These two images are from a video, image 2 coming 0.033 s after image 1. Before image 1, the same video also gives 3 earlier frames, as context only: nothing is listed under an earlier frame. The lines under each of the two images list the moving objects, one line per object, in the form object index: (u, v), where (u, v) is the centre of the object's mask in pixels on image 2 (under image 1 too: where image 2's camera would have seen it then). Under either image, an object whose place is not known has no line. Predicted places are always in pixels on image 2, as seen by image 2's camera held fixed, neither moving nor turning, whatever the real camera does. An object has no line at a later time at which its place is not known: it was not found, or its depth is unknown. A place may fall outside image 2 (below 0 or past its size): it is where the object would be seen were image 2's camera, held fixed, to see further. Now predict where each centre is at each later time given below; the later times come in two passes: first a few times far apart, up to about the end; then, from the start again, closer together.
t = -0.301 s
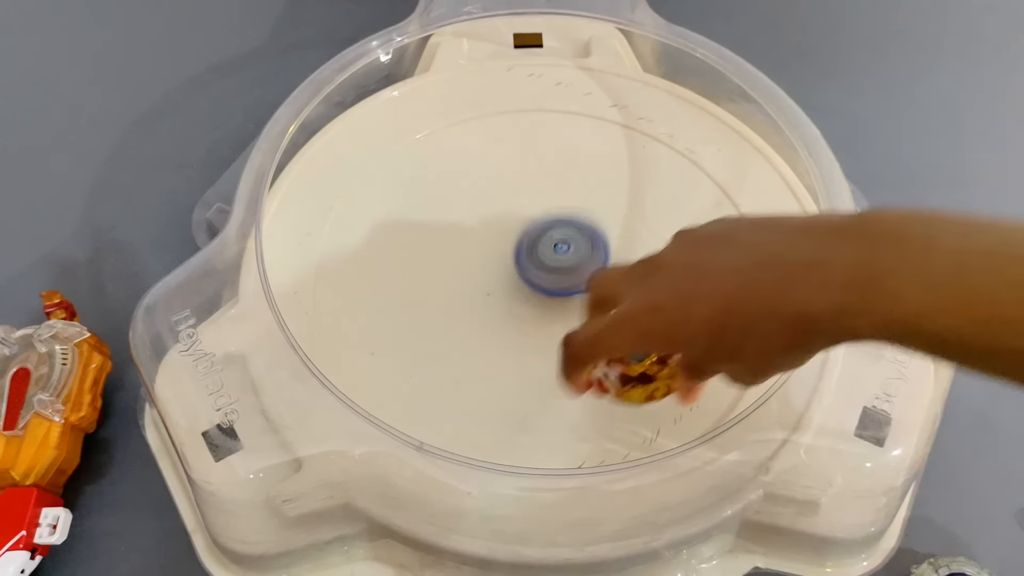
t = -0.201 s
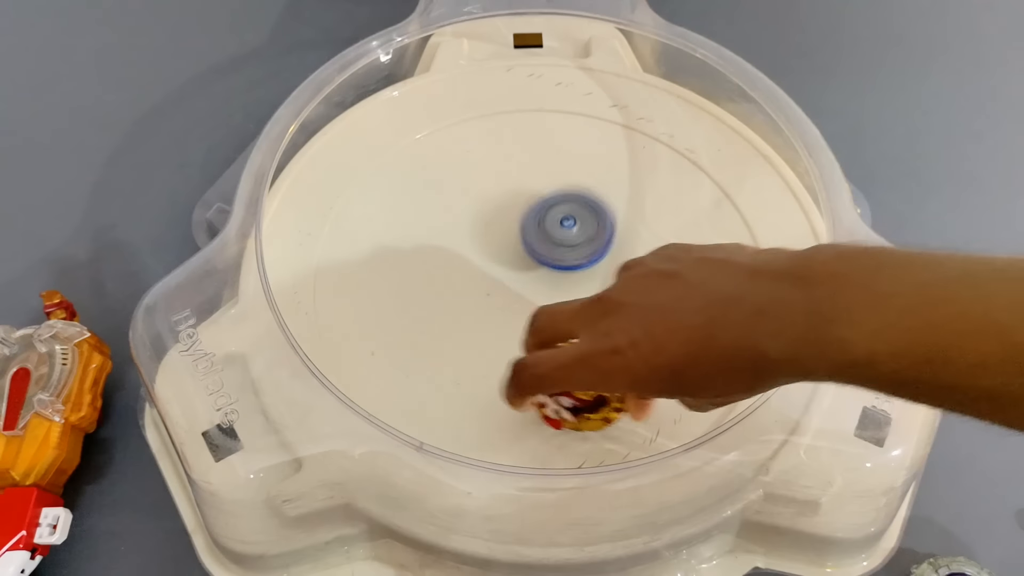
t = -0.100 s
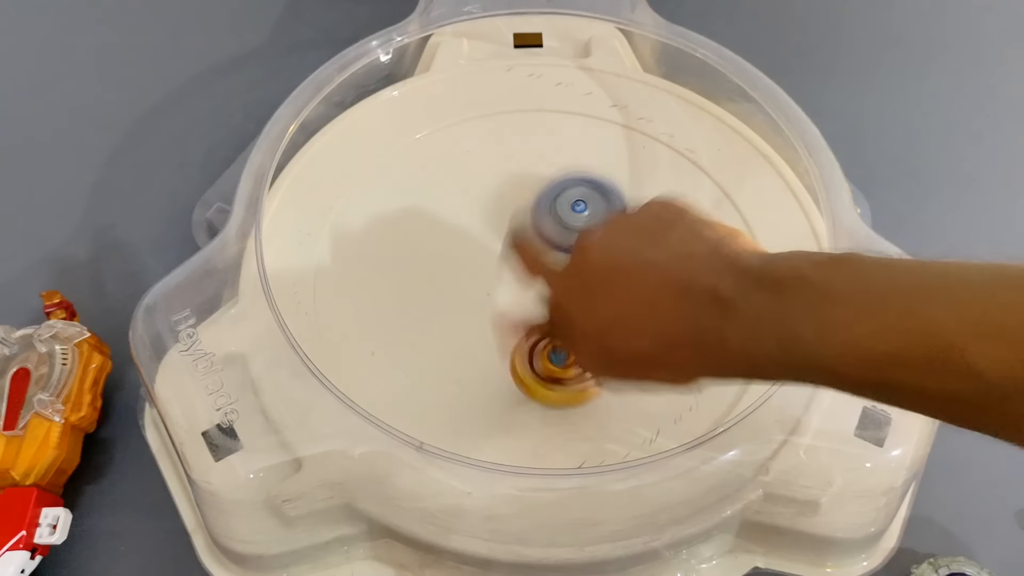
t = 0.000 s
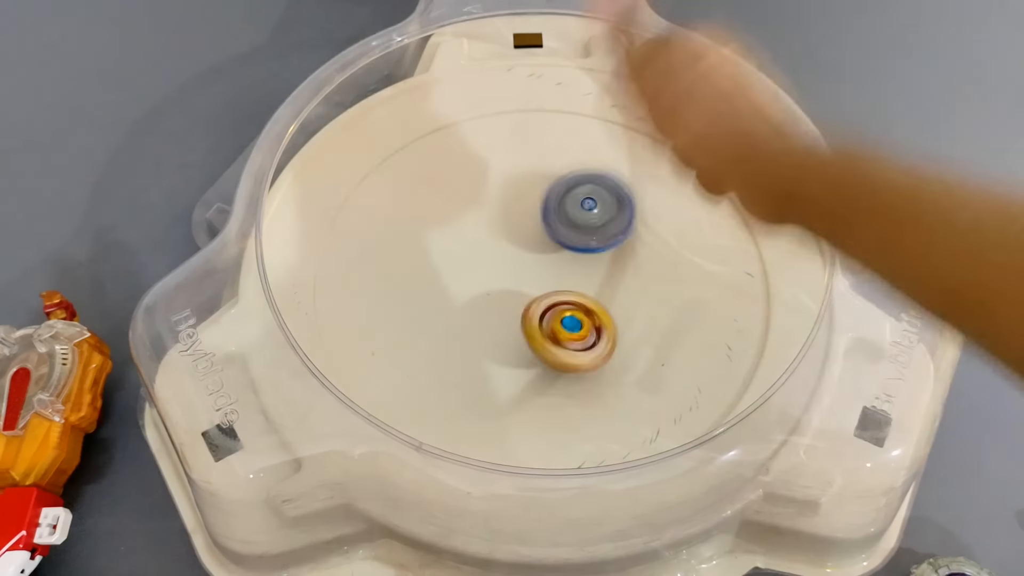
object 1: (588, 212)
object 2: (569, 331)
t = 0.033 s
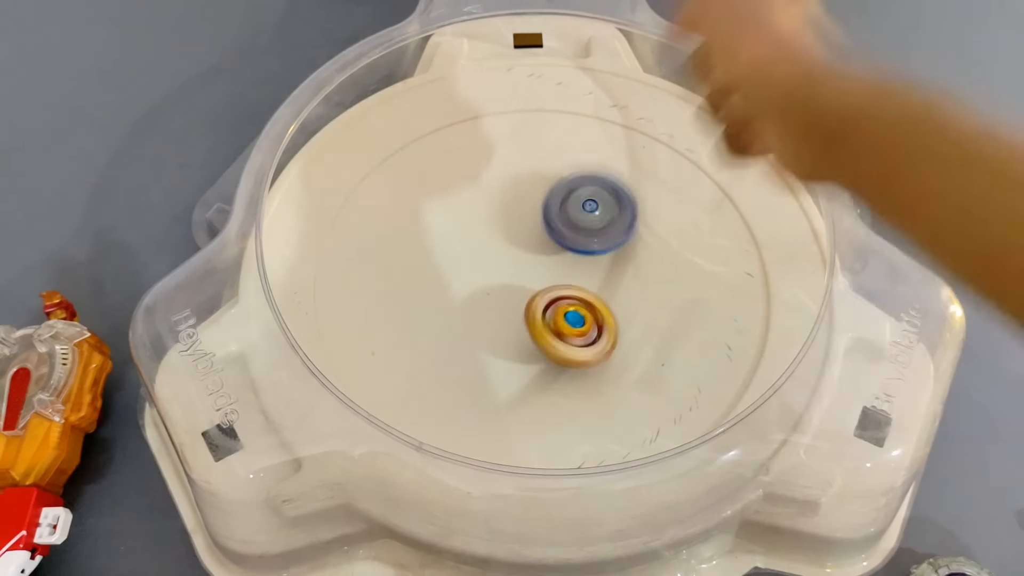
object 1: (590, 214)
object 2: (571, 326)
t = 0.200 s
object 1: (582, 222)
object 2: (578, 308)
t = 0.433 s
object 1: (539, 217)
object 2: (611, 298)
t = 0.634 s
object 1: (506, 226)
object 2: (614, 286)
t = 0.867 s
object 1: (490, 256)
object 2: (589, 263)
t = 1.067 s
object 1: (489, 291)
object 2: (587, 240)
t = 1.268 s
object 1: (503, 318)
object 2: (576, 228)
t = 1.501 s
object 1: (539, 322)
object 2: (550, 232)
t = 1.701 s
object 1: (575, 331)
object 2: (533, 209)
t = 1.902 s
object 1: (592, 312)
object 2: (533, 202)
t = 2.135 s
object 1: (618, 283)
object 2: (516, 208)
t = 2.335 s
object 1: (618, 275)
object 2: (487, 218)
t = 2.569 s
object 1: (574, 257)
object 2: (475, 245)
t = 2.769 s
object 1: (575, 230)
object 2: (428, 261)
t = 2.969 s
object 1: (568, 231)
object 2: (418, 255)
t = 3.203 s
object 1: (547, 252)
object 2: (445, 263)
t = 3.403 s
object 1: (559, 260)
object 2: (452, 296)
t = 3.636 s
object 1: (587, 264)
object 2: (455, 329)
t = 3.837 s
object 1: (584, 270)
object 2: (483, 335)
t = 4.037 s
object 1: (568, 264)
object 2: (512, 341)
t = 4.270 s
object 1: (544, 256)
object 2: (547, 354)
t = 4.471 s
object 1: (523, 259)
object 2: (575, 336)
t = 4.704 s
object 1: (511, 275)
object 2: (608, 314)
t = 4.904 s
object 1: (520, 281)
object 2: (637, 298)
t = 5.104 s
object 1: (531, 281)
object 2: (644, 283)
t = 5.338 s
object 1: (504, 264)
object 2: (632, 270)
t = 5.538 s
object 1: (505, 262)
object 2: (614, 253)
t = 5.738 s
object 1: (517, 266)
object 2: (611, 237)
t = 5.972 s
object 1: (508, 290)
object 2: (628, 232)
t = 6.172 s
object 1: (529, 300)
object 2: (601, 251)
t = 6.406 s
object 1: (551, 309)
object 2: (564, 205)
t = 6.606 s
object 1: (560, 295)
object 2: (564, 196)
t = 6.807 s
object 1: (543, 315)
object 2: (572, 183)
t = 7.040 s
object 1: (543, 329)
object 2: (551, 190)
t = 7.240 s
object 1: (543, 302)
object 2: (550, 192)
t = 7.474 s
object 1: (500, 274)
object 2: (548, 213)
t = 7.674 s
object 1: (484, 289)
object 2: (582, 273)
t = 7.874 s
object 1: (523, 296)
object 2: (622, 324)
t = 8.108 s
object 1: (562, 257)
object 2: (626, 327)
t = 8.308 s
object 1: (539, 235)
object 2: (599, 294)
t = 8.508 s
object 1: (518, 262)
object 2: (624, 274)
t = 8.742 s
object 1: (547, 293)
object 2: (631, 271)
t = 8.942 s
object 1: (535, 295)
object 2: (616, 259)
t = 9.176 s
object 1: (519, 289)
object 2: (588, 252)
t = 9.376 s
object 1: (510, 283)
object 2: (585, 253)
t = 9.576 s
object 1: (507, 277)
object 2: (585, 252)
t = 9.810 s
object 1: (507, 278)
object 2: (585, 252)
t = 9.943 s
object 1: (508, 279)
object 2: (585, 252)
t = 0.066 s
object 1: (590, 216)
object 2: (573, 321)
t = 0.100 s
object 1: (590, 220)
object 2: (574, 315)
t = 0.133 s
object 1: (588, 224)
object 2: (577, 310)
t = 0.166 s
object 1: (586, 224)
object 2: (578, 309)
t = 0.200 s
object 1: (582, 222)
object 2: (578, 308)
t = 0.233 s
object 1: (577, 222)
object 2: (583, 305)
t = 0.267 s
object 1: (571, 221)
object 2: (587, 303)
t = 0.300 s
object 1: (564, 220)
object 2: (593, 302)
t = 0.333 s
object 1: (558, 219)
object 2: (596, 301)
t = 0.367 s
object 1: (552, 218)
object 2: (602, 299)
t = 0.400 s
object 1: (545, 217)
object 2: (607, 299)
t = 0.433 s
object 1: (539, 217)
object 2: (611, 298)
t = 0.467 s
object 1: (533, 218)
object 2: (614, 296)
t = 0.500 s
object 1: (527, 218)
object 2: (617, 295)
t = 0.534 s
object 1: (521, 220)
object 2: (617, 293)
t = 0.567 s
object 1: (515, 221)
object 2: (617, 291)
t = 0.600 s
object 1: (510, 223)
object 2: (616, 289)
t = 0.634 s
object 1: (506, 226)
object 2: (614, 286)
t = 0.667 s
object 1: (503, 229)
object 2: (611, 283)
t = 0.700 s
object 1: (500, 232)
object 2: (607, 280)
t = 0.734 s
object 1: (497, 236)
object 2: (603, 277)
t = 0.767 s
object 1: (495, 240)
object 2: (599, 274)
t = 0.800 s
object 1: (492, 246)
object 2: (595, 270)
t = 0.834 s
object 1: (491, 251)
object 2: (591, 266)
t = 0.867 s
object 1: (490, 256)
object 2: (589, 263)
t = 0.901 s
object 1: (487, 262)
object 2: (588, 260)
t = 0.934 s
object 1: (486, 268)
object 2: (588, 256)
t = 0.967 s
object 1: (487, 274)
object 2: (587, 252)
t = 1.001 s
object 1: (487, 280)
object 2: (588, 248)
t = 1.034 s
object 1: (488, 285)
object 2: (587, 244)
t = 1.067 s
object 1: (489, 291)
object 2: (587, 240)
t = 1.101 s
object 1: (490, 297)
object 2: (586, 237)
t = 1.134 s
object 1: (492, 302)
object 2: (585, 235)
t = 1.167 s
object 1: (494, 307)
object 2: (582, 232)
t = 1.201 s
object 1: (497, 311)
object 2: (580, 230)
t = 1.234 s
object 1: (500, 315)
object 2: (578, 229)
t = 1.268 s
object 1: (503, 318)
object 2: (576, 228)
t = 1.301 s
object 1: (508, 321)
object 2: (573, 228)
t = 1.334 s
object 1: (512, 323)
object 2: (569, 228)
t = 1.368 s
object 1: (517, 323)
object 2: (566, 228)
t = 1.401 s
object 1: (522, 324)
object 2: (562, 229)
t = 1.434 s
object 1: (527, 324)
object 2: (558, 230)
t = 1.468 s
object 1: (533, 323)
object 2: (554, 231)
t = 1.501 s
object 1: (539, 322)
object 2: (550, 232)
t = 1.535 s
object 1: (545, 325)
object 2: (546, 229)
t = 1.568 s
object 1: (551, 329)
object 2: (541, 223)
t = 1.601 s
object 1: (557, 330)
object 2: (538, 217)
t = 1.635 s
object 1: (563, 330)
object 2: (537, 213)
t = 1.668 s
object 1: (569, 331)
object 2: (536, 212)
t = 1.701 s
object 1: (575, 331)
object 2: (533, 209)
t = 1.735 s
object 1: (579, 329)
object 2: (532, 204)
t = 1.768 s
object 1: (582, 327)
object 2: (533, 201)
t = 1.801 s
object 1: (586, 324)
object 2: (533, 201)
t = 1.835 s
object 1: (588, 321)
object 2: (533, 198)
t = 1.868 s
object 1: (590, 317)
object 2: (535, 200)
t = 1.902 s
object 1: (592, 312)
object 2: (533, 202)
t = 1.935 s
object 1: (594, 305)
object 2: (533, 203)
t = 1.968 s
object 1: (595, 299)
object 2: (535, 205)
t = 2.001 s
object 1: (596, 293)
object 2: (536, 212)
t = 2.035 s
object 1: (597, 286)
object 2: (534, 215)
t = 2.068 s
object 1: (605, 285)
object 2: (527, 211)
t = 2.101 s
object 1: (613, 284)
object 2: (520, 208)
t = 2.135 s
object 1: (618, 283)
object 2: (516, 208)
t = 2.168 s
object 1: (621, 281)
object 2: (513, 209)
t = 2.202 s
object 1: (624, 279)
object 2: (507, 211)
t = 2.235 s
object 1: (624, 278)
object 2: (501, 212)
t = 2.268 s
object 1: (624, 277)
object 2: (496, 213)
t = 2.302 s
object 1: (622, 276)
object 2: (492, 214)
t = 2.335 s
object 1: (618, 275)
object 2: (487, 218)
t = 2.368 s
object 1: (615, 272)
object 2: (483, 219)
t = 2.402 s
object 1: (610, 271)
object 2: (481, 222)
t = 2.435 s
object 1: (603, 268)
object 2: (479, 227)
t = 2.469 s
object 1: (597, 265)
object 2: (476, 231)
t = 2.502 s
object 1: (588, 263)
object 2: (476, 234)
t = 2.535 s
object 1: (580, 259)
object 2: (476, 240)
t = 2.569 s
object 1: (574, 257)
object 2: (475, 245)
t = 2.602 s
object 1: (566, 253)
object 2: (470, 249)
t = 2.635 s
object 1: (568, 248)
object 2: (457, 254)
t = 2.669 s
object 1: (572, 241)
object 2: (444, 255)
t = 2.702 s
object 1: (574, 237)
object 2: (435, 258)
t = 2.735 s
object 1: (574, 233)
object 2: (430, 259)
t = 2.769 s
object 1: (575, 230)
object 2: (428, 261)
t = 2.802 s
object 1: (576, 228)
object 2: (425, 260)
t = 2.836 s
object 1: (576, 227)
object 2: (423, 261)
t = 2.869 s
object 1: (574, 227)
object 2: (420, 260)
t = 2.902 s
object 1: (573, 228)
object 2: (418, 259)
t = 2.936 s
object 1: (570, 229)
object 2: (417, 257)
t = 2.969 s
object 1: (568, 231)
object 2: (418, 255)
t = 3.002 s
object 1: (564, 233)
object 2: (422, 253)
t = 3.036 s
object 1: (561, 237)
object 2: (426, 253)
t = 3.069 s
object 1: (557, 239)
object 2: (432, 254)
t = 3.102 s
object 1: (552, 243)
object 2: (436, 256)
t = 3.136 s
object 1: (547, 246)
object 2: (443, 258)
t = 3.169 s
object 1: (545, 249)
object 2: (445, 260)
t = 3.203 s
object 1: (547, 252)
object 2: (445, 263)
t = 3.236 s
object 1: (547, 253)
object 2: (444, 269)
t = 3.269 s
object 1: (548, 255)
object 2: (446, 271)
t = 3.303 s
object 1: (550, 258)
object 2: (452, 276)
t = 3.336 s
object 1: (550, 260)
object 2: (456, 282)
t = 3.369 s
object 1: (553, 260)
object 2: (455, 290)
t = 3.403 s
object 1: (559, 260)
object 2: (452, 296)
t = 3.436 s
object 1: (565, 261)
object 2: (453, 301)
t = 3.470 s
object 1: (570, 261)
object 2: (453, 306)
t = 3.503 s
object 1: (575, 263)
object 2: (454, 311)
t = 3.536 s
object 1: (579, 263)
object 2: (453, 316)
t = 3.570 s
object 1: (582, 264)
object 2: (454, 321)
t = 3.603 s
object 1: (585, 265)
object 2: (453, 325)
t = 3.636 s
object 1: (587, 264)
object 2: (455, 329)
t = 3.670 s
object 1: (587, 265)
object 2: (456, 332)
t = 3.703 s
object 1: (588, 266)
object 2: (460, 334)
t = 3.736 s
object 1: (587, 267)
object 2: (464, 335)
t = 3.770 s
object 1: (586, 267)
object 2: (470, 335)
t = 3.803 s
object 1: (585, 268)
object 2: (475, 335)
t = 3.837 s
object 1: (584, 270)
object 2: (483, 335)
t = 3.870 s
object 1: (582, 270)
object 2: (488, 335)
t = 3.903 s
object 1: (579, 270)
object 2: (496, 334)
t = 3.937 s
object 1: (576, 273)
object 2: (502, 333)
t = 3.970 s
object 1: (576, 272)
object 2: (510, 333)
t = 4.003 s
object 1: (572, 268)
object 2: (509, 337)
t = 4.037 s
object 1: (568, 264)
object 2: (512, 341)
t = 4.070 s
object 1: (566, 263)
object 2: (516, 344)
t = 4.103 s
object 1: (563, 262)
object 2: (521, 347)
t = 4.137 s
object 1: (561, 259)
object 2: (526, 350)
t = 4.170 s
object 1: (556, 258)
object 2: (532, 353)
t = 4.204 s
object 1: (551, 257)
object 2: (536, 354)
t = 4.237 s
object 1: (548, 256)
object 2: (542, 355)
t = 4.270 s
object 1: (544, 256)
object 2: (547, 354)
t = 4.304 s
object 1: (541, 257)
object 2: (552, 353)
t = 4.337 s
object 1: (536, 257)
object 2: (556, 350)
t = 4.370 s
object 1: (533, 257)
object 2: (562, 348)
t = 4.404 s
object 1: (527, 257)
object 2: (566, 343)
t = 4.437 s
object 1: (525, 258)
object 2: (571, 340)
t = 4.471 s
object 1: (523, 259)
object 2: (575, 336)
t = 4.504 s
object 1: (520, 263)
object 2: (580, 333)
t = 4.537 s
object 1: (519, 264)
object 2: (584, 329)
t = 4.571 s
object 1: (516, 265)
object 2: (590, 326)
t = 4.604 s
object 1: (513, 268)
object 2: (595, 324)
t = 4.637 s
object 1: (513, 270)
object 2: (598, 323)
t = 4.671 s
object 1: (512, 272)
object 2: (602, 317)
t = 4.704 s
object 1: (511, 275)
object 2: (608, 314)
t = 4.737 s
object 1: (511, 277)
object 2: (614, 311)
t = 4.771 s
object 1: (512, 278)
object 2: (620, 309)
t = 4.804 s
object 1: (512, 279)
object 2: (623, 307)
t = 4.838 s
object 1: (515, 280)
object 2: (629, 304)
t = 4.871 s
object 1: (516, 281)
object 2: (632, 300)
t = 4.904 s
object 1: (520, 281)
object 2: (637, 298)
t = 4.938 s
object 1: (524, 281)
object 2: (638, 294)
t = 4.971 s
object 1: (527, 281)
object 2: (640, 290)
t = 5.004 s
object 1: (532, 282)
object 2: (639, 288)
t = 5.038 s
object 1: (536, 284)
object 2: (639, 284)
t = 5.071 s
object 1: (539, 284)
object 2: (638, 282)
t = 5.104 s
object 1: (531, 281)
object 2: (644, 283)
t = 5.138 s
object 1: (524, 278)
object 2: (643, 284)
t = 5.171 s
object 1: (520, 277)
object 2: (640, 281)
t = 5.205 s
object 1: (516, 274)
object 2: (644, 277)
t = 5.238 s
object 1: (513, 272)
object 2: (645, 276)
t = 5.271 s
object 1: (509, 269)
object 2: (642, 275)
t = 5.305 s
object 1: (507, 268)
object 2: (636, 273)
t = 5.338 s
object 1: (504, 264)
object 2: (632, 270)
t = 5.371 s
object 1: (504, 263)
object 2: (631, 269)
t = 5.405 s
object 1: (503, 264)
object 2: (629, 268)
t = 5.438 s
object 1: (503, 263)
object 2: (625, 266)
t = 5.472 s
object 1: (502, 263)
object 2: (620, 261)
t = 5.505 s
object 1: (504, 262)
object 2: (616, 257)
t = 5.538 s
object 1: (505, 262)
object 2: (614, 253)
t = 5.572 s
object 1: (506, 263)
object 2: (612, 250)
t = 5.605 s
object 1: (509, 262)
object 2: (609, 248)
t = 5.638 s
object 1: (511, 263)
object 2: (607, 243)
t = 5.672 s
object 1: (513, 264)
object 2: (610, 240)
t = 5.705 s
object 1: (514, 264)
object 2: (611, 238)
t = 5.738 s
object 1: (517, 266)
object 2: (611, 237)
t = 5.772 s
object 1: (511, 272)
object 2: (619, 234)
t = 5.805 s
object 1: (508, 274)
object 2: (624, 230)
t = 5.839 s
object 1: (505, 277)
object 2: (626, 229)
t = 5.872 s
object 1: (505, 281)
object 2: (627, 229)
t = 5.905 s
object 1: (505, 283)
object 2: (628, 230)
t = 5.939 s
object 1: (505, 287)
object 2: (629, 231)
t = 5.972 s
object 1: (508, 290)
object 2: (628, 232)
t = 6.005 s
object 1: (510, 294)
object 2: (626, 234)
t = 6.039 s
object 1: (513, 294)
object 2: (623, 238)
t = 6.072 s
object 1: (516, 297)
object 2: (618, 243)
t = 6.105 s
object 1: (521, 299)
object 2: (614, 247)
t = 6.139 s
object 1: (525, 301)
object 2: (607, 249)
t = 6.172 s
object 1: (529, 300)
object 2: (601, 251)
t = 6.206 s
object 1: (533, 299)
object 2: (594, 247)
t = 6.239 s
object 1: (538, 305)
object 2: (585, 242)
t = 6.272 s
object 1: (541, 307)
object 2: (579, 237)
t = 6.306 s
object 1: (543, 309)
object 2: (574, 231)
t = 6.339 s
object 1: (543, 310)
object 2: (569, 222)
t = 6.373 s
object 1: (546, 311)
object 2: (566, 214)
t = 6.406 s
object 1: (551, 309)
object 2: (564, 205)
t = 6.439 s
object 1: (553, 308)
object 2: (562, 198)
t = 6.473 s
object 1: (557, 307)
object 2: (561, 195)
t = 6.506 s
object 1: (558, 305)
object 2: (563, 194)
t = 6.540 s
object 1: (560, 303)
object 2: (563, 194)
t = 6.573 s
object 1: (560, 299)
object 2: (563, 194)
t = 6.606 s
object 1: (560, 295)
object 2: (564, 196)
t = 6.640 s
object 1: (560, 292)
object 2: (562, 198)
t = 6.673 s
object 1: (556, 288)
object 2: (561, 202)
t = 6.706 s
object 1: (555, 288)
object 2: (560, 205)
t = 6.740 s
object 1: (549, 295)
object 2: (566, 195)
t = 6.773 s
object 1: (546, 307)
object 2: (569, 186)
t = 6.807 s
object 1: (543, 315)
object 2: (572, 183)
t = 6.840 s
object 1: (541, 320)
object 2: (572, 181)
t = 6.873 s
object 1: (540, 324)
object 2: (574, 182)
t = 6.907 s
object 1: (538, 327)
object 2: (575, 183)
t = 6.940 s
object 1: (539, 330)
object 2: (571, 187)
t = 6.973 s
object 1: (541, 330)
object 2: (566, 190)
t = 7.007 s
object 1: (542, 328)
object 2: (558, 190)
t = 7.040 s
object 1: (543, 329)
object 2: (551, 190)
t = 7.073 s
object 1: (544, 328)
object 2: (548, 188)
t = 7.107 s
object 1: (542, 322)
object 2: (544, 189)
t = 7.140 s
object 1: (545, 319)
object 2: (545, 189)
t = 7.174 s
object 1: (544, 315)
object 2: (545, 189)
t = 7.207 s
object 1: (545, 310)
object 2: (546, 189)
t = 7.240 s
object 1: (543, 302)
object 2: (550, 192)
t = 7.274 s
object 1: (540, 296)
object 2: (549, 195)
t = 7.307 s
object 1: (539, 288)
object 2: (547, 200)
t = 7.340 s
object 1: (537, 280)
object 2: (540, 203)
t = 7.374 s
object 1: (530, 273)
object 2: (533, 202)
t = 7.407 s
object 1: (521, 270)
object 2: (533, 202)
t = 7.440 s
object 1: (512, 273)
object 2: (540, 205)
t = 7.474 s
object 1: (500, 274)
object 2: (548, 213)
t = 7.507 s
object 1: (493, 274)
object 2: (552, 219)
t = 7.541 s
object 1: (488, 276)
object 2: (557, 228)
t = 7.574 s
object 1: (485, 279)
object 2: (562, 239)
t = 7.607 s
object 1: (482, 283)
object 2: (566, 250)
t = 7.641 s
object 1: (483, 285)
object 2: (574, 260)
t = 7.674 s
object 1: (484, 289)
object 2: (582, 273)
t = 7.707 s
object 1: (487, 289)
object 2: (588, 287)
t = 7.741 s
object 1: (492, 294)
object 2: (594, 299)
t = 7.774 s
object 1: (497, 296)
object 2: (600, 308)
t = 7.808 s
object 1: (503, 299)
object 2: (607, 315)
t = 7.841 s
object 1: (511, 297)
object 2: (615, 321)
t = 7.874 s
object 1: (523, 296)
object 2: (622, 324)
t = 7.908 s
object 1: (530, 294)
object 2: (628, 328)
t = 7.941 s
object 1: (540, 290)
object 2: (634, 328)
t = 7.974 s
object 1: (547, 286)
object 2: (636, 328)
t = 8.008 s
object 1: (554, 278)
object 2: (635, 327)
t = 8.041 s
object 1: (559, 272)
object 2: (634, 328)
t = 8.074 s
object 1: (561, 261)
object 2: (631, 328)
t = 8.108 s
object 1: (562, 257)
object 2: (626, 327)
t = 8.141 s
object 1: (560, 249)
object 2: (620, 324)
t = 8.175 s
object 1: (559, 242)
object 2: (613, 320)
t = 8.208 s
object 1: (554, 238)
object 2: (606, 315)
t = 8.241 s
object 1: (547, 233)
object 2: (601, 308)
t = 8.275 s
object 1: (543, 232)
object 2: (599, 301)
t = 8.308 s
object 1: (539, 235)
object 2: (599, 294)
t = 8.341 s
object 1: (532, 237)
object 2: (601, 287)
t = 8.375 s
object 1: (526, 240)
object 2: (604, 282)
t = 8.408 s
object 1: (522, 244)
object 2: (609, 279)
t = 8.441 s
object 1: (520, 247)
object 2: (614, 276)
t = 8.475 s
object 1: (519, 256)
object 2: (619, 275)
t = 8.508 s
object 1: (518, 262)
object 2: (624, 274)
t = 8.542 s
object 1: (518, 269)
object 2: (627, 274)
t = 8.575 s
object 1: (523, 276)
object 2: (629, 274)
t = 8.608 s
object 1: (528, 280)
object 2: (630, 275)
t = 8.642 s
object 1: (534, 285)
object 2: (629, 274)
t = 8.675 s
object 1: (543, 289)
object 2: (629, 274)
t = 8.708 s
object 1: (546, 290)
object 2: (631, 272)
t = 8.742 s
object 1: (547, 293)
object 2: (631, 271)
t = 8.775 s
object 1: (549, 292)
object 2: (629, 270)
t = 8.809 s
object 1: (550, 292)
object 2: (627, 266)
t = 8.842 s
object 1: (549, 292)
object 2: (624, 263)
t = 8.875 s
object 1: (545, 293)
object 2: (621, 262)
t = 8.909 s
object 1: (540, 295)
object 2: (618, 261)
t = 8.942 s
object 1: (535, 295)
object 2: (616, 259)
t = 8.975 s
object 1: (531, 295)
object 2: (614, 257)
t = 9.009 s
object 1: (529, 293)
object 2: (611, 256)
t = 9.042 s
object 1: (527, 292)
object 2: (608, 255)
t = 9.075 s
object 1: (525, 291)
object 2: (604, 253)
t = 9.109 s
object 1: (523, 291)
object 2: (599, 252)
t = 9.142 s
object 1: (521, 290)
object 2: (593, 252)
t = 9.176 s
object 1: (519, 289)
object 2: (588, 252)
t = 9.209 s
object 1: (516, 288)
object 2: (586, 251)
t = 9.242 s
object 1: (513, 287)
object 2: (585, 251)
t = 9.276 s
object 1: (512, 286)
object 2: (584, 252)
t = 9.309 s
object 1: (512, 285)
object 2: (584, 252)
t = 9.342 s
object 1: (511, 284)
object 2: (585, 252)
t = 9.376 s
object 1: (510, 283)
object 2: (585, 253)
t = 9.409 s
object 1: (509, 282)
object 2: (585, 253)
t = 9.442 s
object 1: (509, 281)
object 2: (586, 252)
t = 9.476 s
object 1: (509, 280)
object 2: (586, 252)
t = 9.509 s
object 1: (508, 280)
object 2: (586, 252)
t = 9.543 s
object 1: (508, 279)
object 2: (585, 252)
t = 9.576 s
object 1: (507, 277)
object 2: (585, 252)
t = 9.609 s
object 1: (507, 277)
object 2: (585, 252)
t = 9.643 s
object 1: (507, 277)
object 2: (585, 252)
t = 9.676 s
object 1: (508, 278)
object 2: (586, 252)
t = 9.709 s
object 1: (508, 279)
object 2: (585, 252)
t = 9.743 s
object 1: (508, 279)
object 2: (585, 252)
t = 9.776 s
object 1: (508, 279)
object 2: (585, 252)
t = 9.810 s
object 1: (507, 278)
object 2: (585, 252)
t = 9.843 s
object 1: (507, 277)
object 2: (585, 252)
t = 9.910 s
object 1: (507, 278)
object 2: (585, 252)
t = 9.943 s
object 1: (508, 279)
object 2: (585, 252)
